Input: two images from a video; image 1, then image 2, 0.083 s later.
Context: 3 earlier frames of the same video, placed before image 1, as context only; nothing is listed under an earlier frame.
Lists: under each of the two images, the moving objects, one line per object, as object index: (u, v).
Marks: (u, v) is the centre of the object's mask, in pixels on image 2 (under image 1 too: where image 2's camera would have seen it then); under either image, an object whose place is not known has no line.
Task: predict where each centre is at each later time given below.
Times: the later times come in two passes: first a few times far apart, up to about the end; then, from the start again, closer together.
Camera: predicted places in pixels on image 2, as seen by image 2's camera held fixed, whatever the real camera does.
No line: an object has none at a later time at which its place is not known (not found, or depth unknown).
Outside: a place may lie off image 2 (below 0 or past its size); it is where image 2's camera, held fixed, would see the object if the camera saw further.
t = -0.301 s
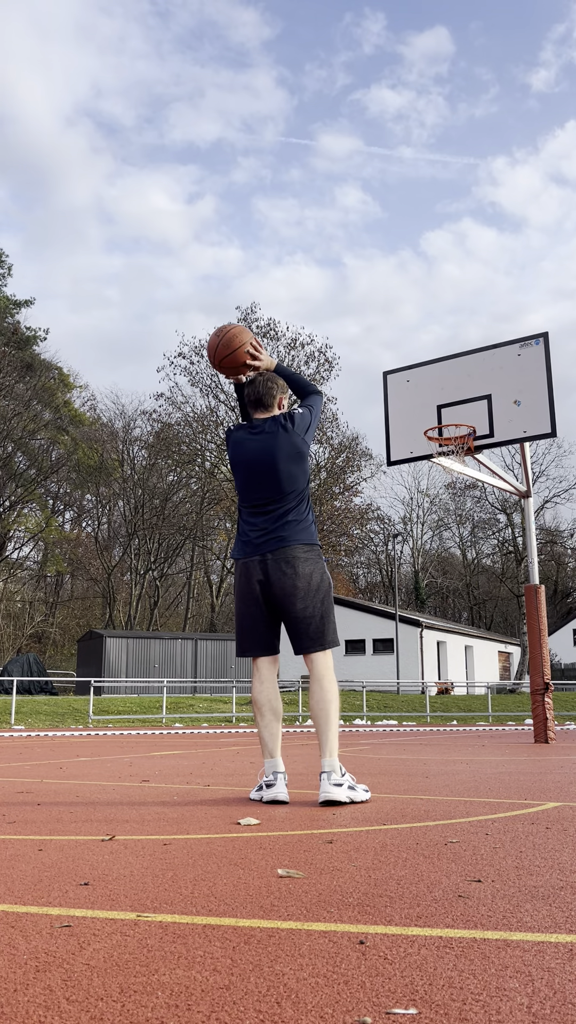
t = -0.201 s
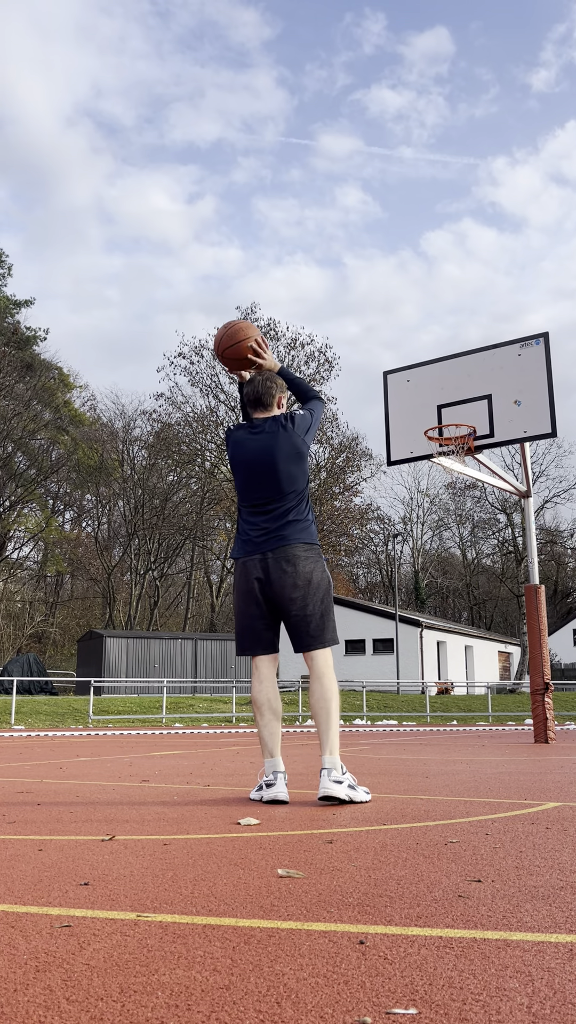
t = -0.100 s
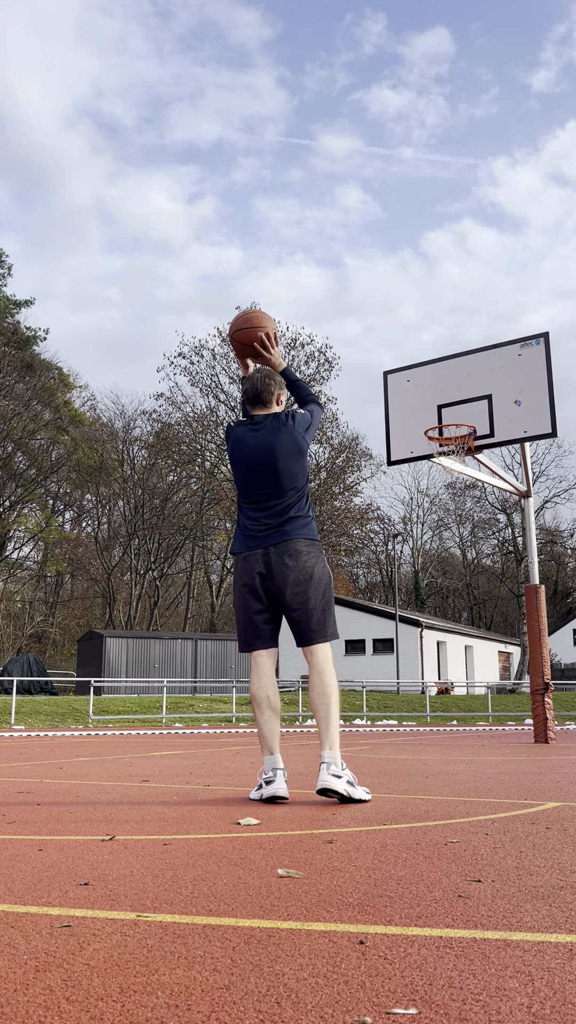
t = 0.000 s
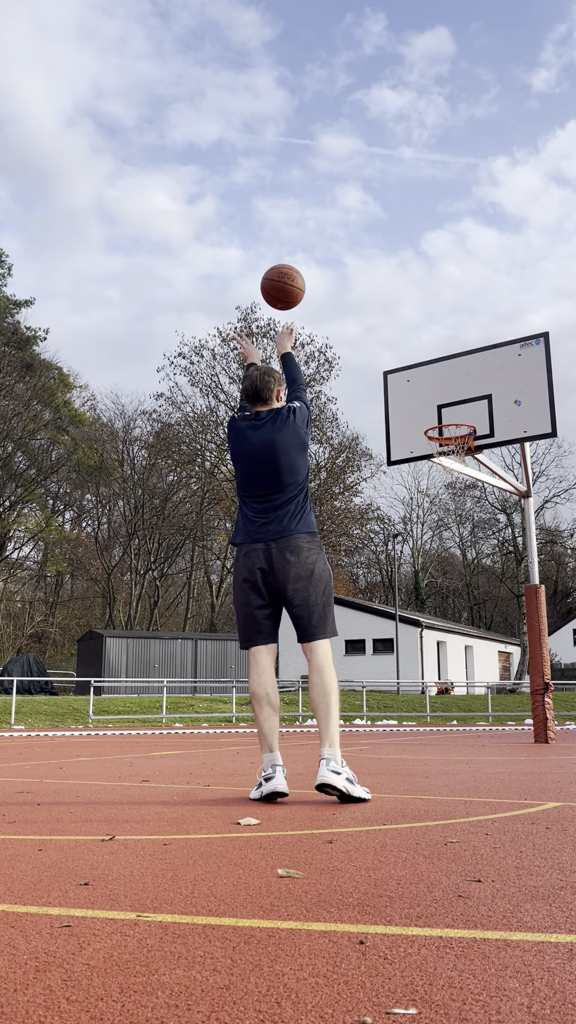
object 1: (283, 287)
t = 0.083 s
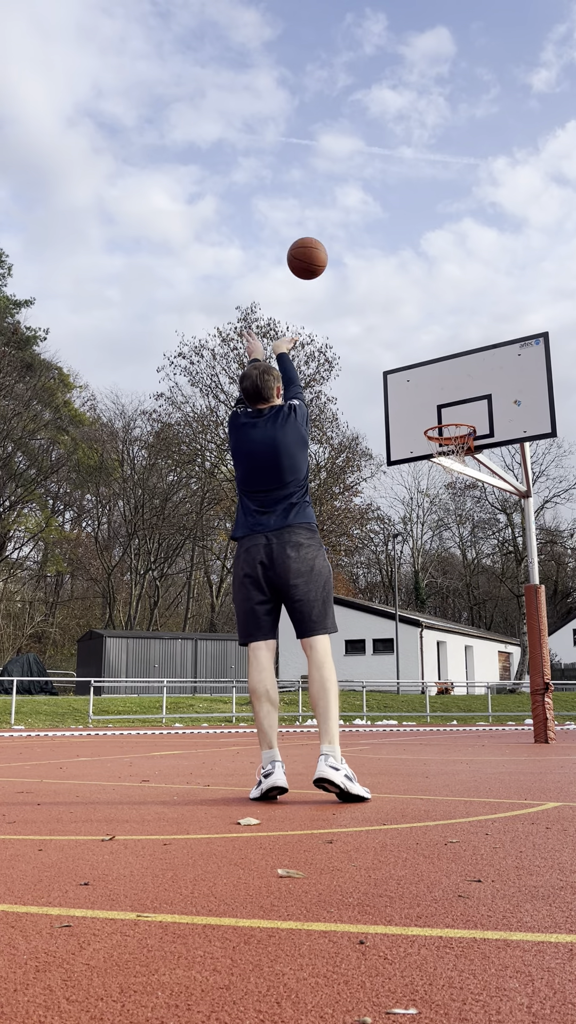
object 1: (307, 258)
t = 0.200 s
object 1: (336, 241)
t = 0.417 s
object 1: (376, 262)
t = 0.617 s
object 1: (404, 318)
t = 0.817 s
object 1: (427, 402)
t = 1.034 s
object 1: (451, 416)
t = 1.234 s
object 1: (437, 412)
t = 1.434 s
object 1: (430, 407)
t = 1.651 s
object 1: (426, 434)
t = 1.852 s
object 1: (424, 502)
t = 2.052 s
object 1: (424, 618)
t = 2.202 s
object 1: (425, 742)
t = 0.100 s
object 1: (312, 254)
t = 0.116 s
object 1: (316, 251)
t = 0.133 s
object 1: (320, 248)
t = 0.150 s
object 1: (324, 246)
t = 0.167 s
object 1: (328, 244)
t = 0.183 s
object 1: (332, 242)
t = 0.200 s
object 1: (336, 241)
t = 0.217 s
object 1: (339, 241)
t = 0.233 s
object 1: (343, 241)
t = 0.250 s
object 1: (346, 241)
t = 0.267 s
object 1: (350, 242)
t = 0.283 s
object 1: (353, 243)
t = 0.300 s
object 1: (356, 244)
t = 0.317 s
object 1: (359, 246)
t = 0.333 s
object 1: (362, 248)
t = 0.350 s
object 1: (365, 250)
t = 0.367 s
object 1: (368, 253)
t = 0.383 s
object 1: (370, 255)
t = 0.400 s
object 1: (373, 258)
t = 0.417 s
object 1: (376, 262)
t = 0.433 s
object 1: (379, 265)
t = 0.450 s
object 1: (381, 269)
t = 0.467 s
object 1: (384, 273)
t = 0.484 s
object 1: (386, 277)
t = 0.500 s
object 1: (388, 282)
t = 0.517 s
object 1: (391, 286)
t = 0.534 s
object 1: (393, 291)
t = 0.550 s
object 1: (395, 296)
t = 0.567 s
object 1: (398, 301)
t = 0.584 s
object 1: (400, 307)
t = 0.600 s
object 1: (402, 312)
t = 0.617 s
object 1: (404, 318)
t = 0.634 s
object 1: (406, 324)
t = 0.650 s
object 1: (408, 330)
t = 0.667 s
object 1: (410, 337)
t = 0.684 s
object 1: (412, 343)
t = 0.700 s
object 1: (414, 350)
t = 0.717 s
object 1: (416, 357)
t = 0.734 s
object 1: (418, 364)
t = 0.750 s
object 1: (419, 372)
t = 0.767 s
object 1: (421, 379)
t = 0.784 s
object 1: (423, 386)
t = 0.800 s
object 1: (425, 394)
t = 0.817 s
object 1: (427, 402)
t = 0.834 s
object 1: (428, 410)
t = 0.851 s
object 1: (430, 417)
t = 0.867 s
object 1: (431, 417)
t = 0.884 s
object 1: (434, 416)
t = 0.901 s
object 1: (436, 415)
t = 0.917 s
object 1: (438, 414)
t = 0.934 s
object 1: (440, 414)
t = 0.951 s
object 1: (442, 414)
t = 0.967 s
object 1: (444, 414)
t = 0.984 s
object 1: (446, 414)
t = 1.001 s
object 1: (448, 414)
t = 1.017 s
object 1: (450, 415)
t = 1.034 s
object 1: (451, 416)
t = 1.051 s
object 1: (450, 414)
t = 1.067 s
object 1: (449, 414)
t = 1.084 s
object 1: (448, 413)
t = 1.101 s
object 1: (447, 412)
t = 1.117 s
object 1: (445, 411)
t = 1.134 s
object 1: (444, 411)
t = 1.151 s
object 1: (443, 410)
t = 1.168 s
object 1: (442, 410)
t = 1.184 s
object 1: (440, 411)
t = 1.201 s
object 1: (439, 411)
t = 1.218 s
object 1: (438, 412)
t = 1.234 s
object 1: (437, 412)
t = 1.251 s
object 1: (435, 414)
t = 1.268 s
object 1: (434, 415)
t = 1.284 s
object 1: (433, 415)
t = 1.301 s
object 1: (433, 414)
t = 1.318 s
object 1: (433, 412)
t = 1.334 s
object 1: (432, 411)
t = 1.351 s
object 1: (432, 410)
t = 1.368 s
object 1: (432, 408)
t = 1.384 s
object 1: (431, 408)
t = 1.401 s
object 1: (431, 407)
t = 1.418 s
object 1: (430, 407)
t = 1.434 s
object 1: (430, 407)
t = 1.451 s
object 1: (429, 408)
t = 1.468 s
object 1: (429, 408)
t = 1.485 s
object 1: (429, 409)
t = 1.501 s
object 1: (429, 410)
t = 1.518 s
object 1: (428, 412)
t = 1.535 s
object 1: (428, 413)
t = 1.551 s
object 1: (428, 415)
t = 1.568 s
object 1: (428, 418)
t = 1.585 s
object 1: (427, 420)
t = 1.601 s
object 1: (427, 423)
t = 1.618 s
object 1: (427, 426)
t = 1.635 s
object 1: (427, 430)
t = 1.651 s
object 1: (426, 434)
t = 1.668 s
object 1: (426, 437)
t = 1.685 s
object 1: (426, 442)
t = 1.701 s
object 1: (426, 447)
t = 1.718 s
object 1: (425, 451)
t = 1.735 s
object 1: (425, 456)
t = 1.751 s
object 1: (425, 462)
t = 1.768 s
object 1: (425, 468)
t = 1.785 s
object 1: (425, 474)
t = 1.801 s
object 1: (425, 481)
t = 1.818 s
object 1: (424, 487)
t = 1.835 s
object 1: (424, 495)
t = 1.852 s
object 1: (424, 502)
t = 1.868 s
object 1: (424, 510)
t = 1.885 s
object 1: (424, 518)
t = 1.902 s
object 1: (424, 526)
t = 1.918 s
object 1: (424, 535)
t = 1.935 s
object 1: (424, 544)
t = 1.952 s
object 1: (424, 554)
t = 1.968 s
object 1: (424, 563)
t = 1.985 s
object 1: (424, 574)
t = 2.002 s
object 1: (424, 584)
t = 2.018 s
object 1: (424, 595)
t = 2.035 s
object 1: (424, 607)
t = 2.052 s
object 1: (424, 618)
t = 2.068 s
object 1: (424, 631)
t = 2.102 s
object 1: (424, 656)
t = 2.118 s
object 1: (424, 670)
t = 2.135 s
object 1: (424, 684)
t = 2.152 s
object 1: (425, 698)
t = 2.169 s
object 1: (425, 713)
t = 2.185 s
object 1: (425, 728)
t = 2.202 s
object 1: (425, 742)
